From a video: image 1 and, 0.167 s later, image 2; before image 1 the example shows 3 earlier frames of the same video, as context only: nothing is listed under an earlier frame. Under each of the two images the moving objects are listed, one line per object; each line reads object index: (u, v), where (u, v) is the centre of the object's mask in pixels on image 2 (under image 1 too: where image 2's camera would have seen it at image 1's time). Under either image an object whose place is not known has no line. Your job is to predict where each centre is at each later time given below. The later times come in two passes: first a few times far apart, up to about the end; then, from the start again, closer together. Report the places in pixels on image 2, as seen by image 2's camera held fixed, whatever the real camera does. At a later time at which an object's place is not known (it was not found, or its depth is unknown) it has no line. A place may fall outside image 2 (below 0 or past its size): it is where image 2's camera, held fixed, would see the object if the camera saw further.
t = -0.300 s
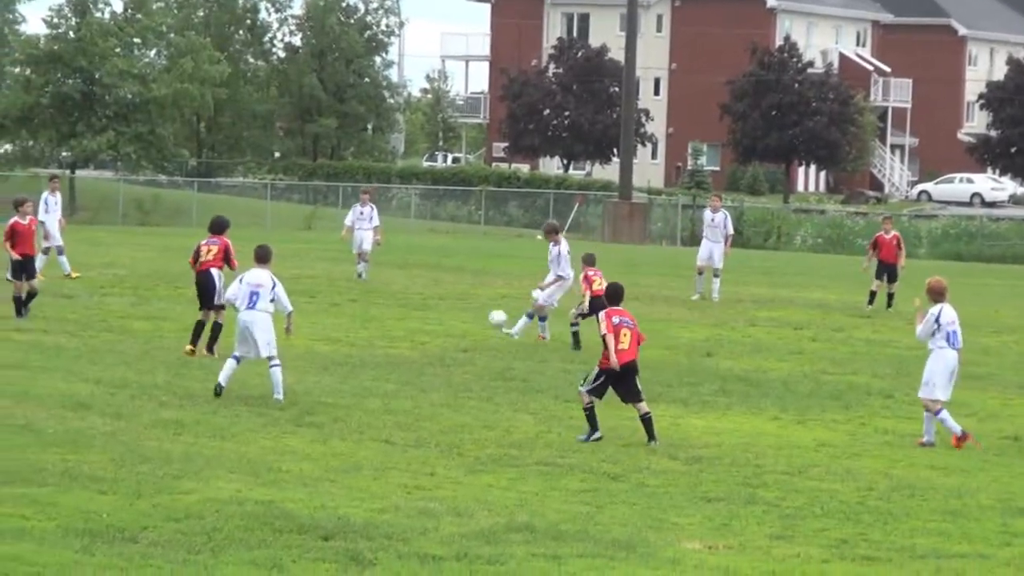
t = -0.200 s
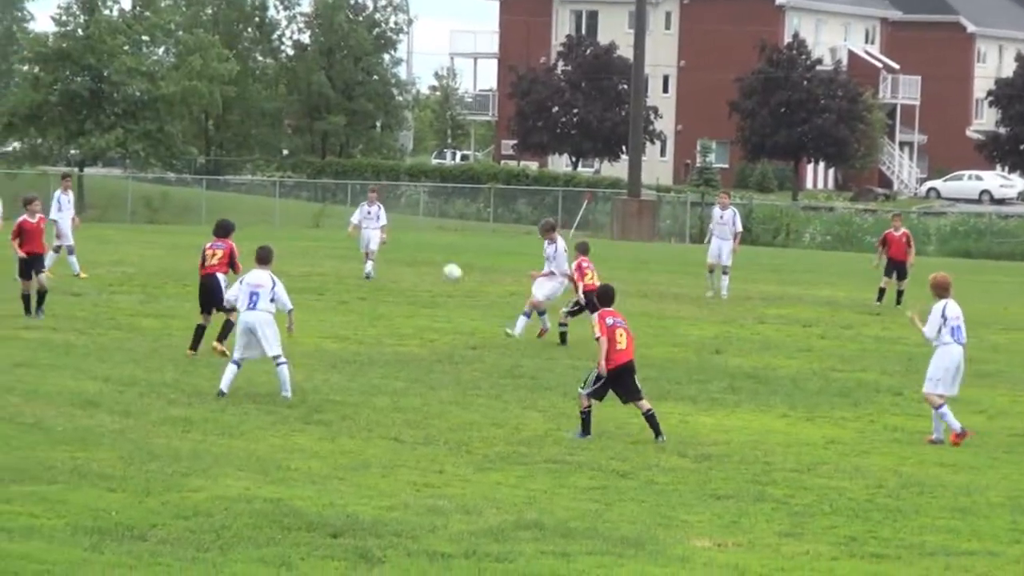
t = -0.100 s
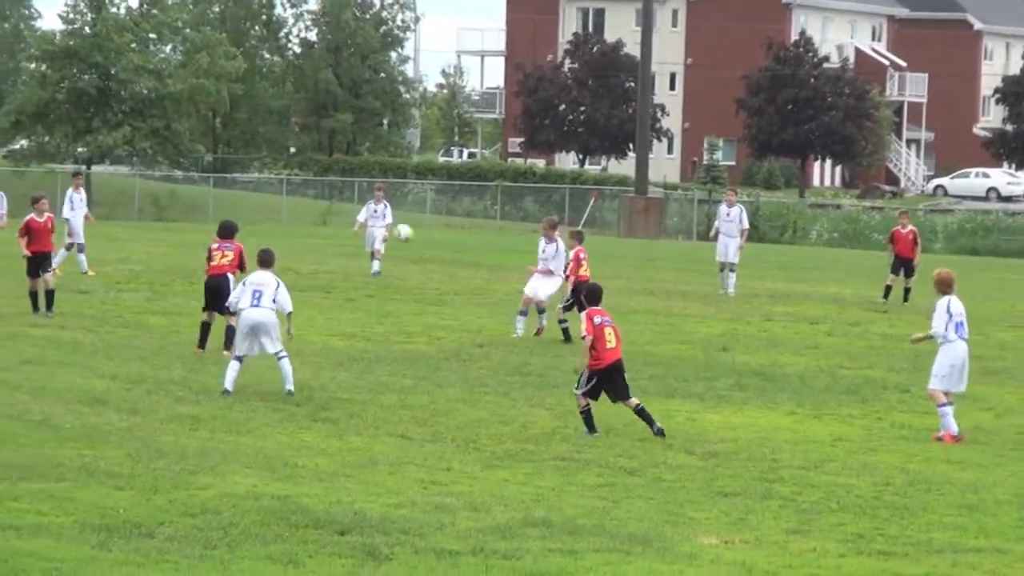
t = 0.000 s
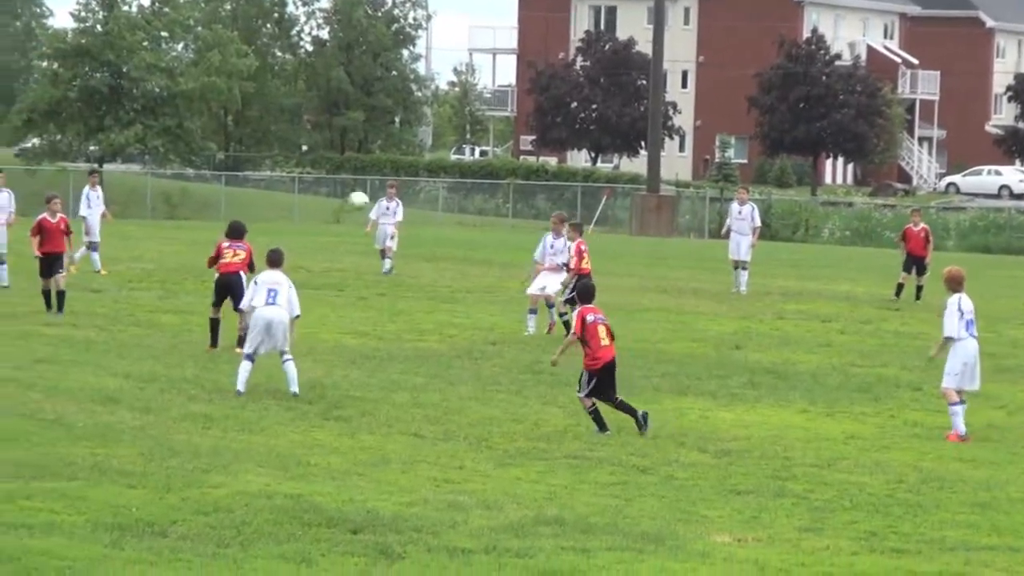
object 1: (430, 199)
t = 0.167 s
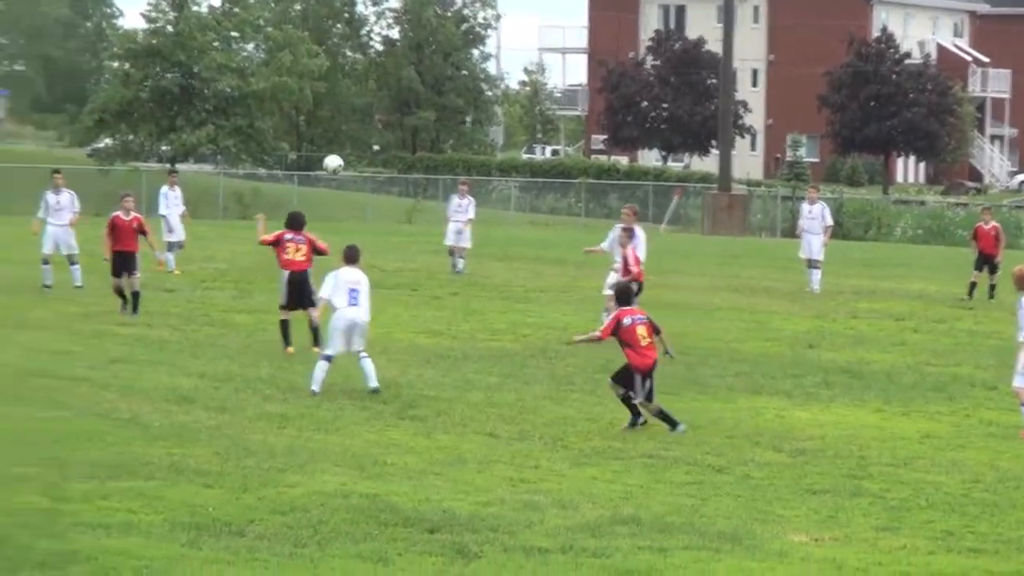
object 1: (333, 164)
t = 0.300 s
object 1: (252, 149)
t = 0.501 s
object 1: (127, 149)
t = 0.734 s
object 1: (-28, 202)
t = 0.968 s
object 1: (-222, 324)
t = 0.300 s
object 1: (252, 149)
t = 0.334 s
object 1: (231, 146)
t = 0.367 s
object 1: (210, 146)
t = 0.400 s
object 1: (190, 145)
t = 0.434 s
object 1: (170, 146)
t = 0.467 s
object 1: (149, 147)
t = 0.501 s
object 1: (127, 149)
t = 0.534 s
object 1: (106, 153)
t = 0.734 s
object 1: (-28, 202)
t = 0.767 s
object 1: (-52, 216)
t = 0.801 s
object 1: (-78, 228)
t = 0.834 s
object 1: (-105, 245)
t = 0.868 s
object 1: (-132, 261)
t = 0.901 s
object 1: (-161, 281)
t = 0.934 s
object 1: (-191, 300)
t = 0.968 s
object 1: (-222, 324)
